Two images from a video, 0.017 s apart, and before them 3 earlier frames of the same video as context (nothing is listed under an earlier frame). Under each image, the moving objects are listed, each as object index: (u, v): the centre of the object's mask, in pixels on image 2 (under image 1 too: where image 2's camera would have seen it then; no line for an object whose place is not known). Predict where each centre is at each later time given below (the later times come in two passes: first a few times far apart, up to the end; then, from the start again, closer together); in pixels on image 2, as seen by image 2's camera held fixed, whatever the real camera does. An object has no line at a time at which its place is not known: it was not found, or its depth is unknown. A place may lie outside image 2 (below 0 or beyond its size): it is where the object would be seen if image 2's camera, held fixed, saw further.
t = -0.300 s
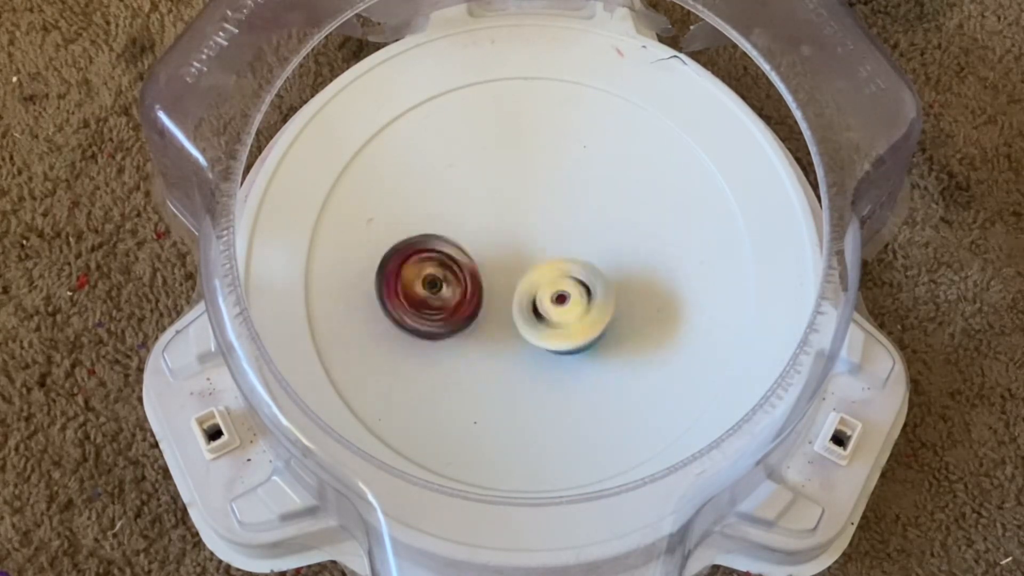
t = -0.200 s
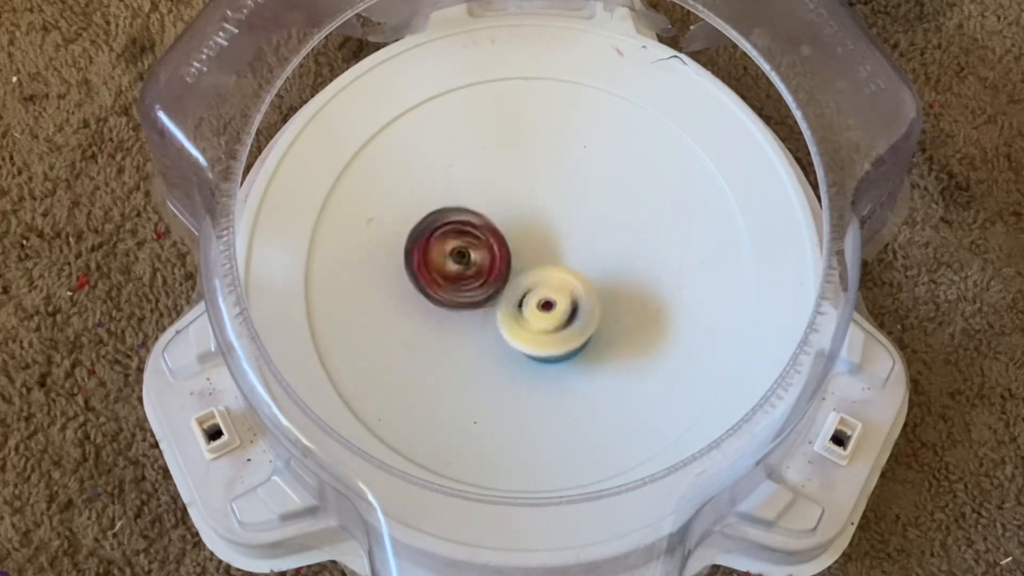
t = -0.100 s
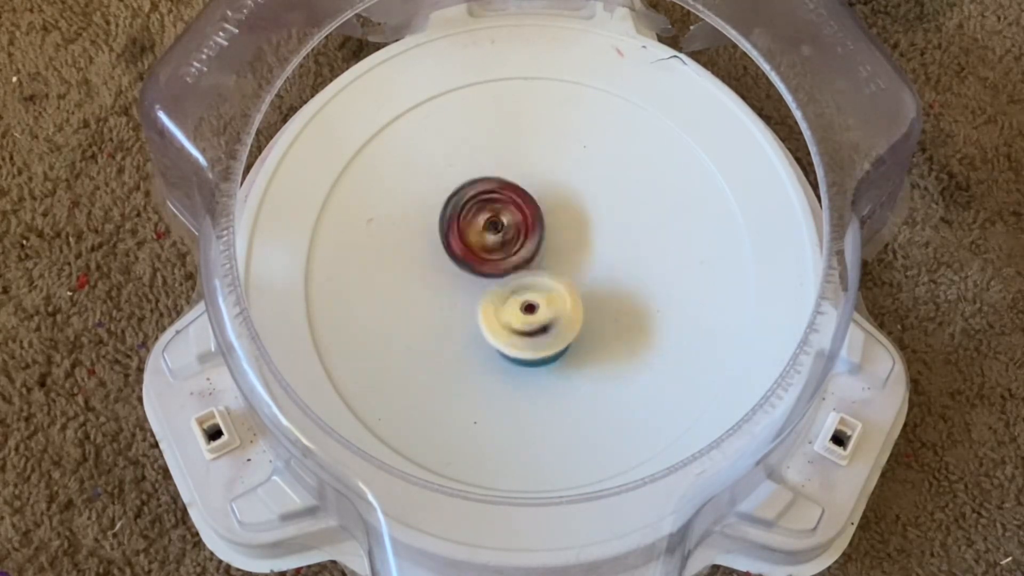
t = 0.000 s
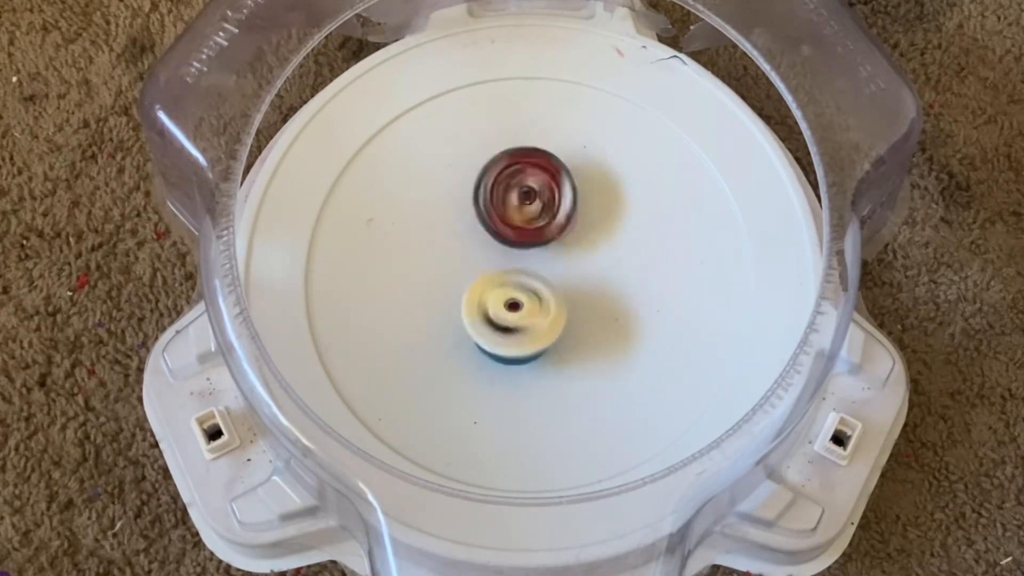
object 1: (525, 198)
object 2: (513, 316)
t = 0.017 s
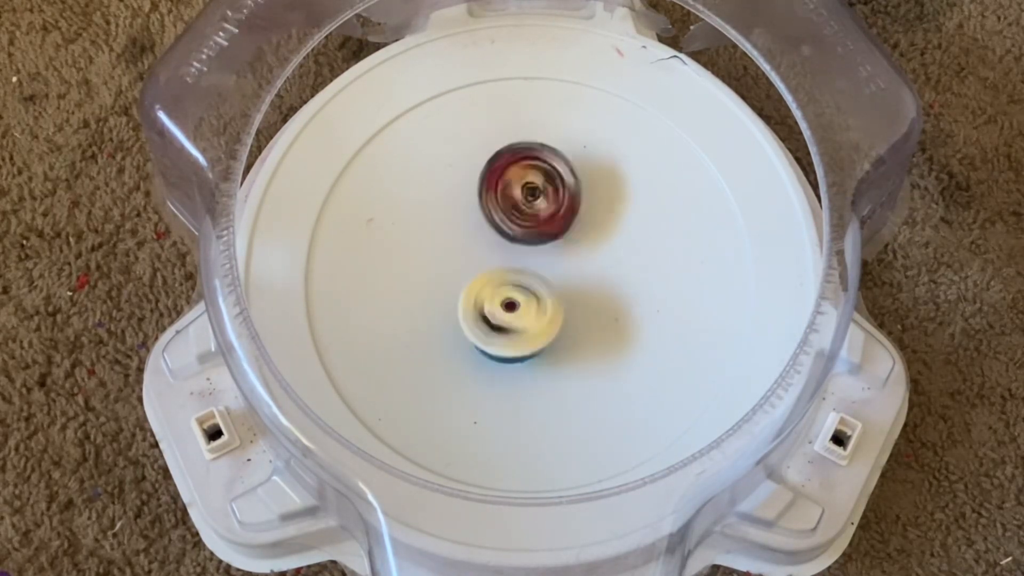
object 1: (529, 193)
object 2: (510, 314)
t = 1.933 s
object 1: (464, 202)
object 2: (541, 312)
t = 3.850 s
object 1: (518, 208)
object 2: (545, 321)
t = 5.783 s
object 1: (575, 182)
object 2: (500, 342)
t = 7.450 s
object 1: (440, 309)
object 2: (550, 215)
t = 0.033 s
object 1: (534, 188)
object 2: (507, 314)
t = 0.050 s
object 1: (539, 185)
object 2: (504, 312)
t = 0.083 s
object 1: (547, 178)
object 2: (498, 310)
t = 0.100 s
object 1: (552, 176)
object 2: (496, 308)
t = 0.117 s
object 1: (555, 174)
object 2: (494, 307)
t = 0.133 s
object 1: (559, 172)
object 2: (492, 306)
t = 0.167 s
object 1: (565, 170)
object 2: (486, 302)
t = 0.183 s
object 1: (567, 169)
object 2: (484, 300)
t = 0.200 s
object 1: (570, 168)
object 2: (483, 298)
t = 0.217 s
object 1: (572, 169)
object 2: (480, 295)
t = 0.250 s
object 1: (573, 170)
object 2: (478, 291)
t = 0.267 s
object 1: (575, 171)
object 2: (477, 288)
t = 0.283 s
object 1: (575, 173)
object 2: (476, 286)
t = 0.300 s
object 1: (575, 173)
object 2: (475, 283)
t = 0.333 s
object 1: (577, 176)
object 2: (473, 278)
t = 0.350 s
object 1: (577, 178)
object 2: (472, 276)
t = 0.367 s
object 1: (578, 180)
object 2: (472, 273)
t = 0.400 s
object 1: (578, 185)
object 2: (471, 268)
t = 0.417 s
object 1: (579, 188)
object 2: (471, 266)
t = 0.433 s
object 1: (580, 192)
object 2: (471, 263)
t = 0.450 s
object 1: (579, 197)
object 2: (472, 261)
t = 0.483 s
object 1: (581, 207)
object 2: (472, 256)
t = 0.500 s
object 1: (580, 213)
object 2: (473, 253)
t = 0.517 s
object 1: (580, 218)
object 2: (474, 251)
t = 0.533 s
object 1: (581, 224)
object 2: (476, 249)
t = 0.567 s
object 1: (581, 237)
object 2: (477, 245)
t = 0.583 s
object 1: (582, 244)
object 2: (479, 242)
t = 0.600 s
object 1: (582, 251)
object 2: (479, 240)
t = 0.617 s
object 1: (582, 258)
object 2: (480, 238)
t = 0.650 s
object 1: (582, 273)
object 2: (482, 234)
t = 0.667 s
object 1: (581, 280)
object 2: (483, 233)
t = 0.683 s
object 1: (579, 285)
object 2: (484, 231)
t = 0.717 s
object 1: (579, 300)
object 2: (488, 228)
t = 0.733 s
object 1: (577, 307)
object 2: (489, 227)
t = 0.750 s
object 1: (577, 313)
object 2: (493, 225)
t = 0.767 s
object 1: (576, 320)
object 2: (494, 225)
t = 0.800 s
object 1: (573, 331)
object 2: (499, 223)
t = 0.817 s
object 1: (572, 337)
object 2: (501, 222)
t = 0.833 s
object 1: (570, 343)
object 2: (503, 222)
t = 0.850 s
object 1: (568, 347)
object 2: (506, 221)
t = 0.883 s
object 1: (565, 357)
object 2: (512, 220)
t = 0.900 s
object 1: (562, 361)
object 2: (515, 220)
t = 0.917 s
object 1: (562, 364)
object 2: (518, 219)
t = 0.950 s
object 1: (557, 370)
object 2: (523, 220)
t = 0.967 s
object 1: (556, 371)
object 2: (526, 220)
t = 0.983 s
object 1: (554, 373)
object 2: (530, 221)
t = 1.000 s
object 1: (552, 374)
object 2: (532, 221)
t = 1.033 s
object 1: (550, 374)
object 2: (538, 222)
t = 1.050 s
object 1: (549, 374)
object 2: (542, 223)
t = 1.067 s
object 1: (547, 374)
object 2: (544, 224)
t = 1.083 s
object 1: (547, 372)
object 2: (547, 226)
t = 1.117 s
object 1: (544, 372)
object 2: (553, 228)
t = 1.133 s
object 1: (542, 369)
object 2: (555, 230)
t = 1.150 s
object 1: (541, 368)
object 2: (557, 231)
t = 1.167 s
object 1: (538, 366)
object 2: (559, 233)
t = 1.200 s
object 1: (534, 360)
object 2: (562, 237)
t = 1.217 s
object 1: (530, 357)
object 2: (565, 239)
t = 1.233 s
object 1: (527, 354)
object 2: (566, 241)
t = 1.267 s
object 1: (521, 345)
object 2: (570, 245)
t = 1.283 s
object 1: (517, 341)
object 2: (572, 248)
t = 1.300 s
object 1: (512, 336)
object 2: (573, 250)
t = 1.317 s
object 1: (508, 331)
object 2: (575, 253)
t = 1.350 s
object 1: (497, 322)
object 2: (580, 256)
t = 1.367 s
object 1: (494, 316)
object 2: (581, 258)
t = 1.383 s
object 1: (490, 311)
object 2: (583, 260)
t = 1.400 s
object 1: (486, 307)
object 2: (584, 262)
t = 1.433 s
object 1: (478, 294)
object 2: (586, 266)
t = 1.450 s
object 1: (475, 288)
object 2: (587, 267)
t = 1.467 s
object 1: (470, 282)
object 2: (586, 269)
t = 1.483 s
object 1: (467, 275)
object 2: (586, 271)
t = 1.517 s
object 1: (461, 264)
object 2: (587, 274)
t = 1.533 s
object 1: (456, 257)
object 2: (586, 276)
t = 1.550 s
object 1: (454, 251)
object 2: (586, 278)
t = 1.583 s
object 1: (449, 241)
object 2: (585, 281)
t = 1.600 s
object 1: (447, 234)
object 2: (583, 283)
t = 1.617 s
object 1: (446, 231)
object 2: (583, 285)
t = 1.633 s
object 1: (444, 226)
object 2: (582, 287)
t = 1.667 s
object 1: (442, 218)
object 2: (579, 290)
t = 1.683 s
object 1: (442, 214)
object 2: (578, 293)
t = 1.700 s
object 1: (442, 211)
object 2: (576, 294)
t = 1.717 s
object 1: (442, 208)
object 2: (575, 296)
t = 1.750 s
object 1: (444, 204)
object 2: (571, 300)
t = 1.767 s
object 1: (445, 202)
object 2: (568, 302)
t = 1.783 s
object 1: (446, 201)
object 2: (566, 303)
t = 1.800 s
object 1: (447, 201)
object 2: (563, 305)
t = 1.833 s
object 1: (450, 200)
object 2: (558, 307)
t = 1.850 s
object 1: (452, 200)
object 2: (556, 309)
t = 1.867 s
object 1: (454, 201)
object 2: (552, 309)
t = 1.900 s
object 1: (458, 201)
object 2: (547, 310)
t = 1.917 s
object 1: (461, 202)
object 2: (543, 312)
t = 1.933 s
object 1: (464, 202)
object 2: (541, 312)
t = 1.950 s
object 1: (468, 203)
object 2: (537, 313)
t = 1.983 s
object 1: (477, 205)
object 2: (531, 314)
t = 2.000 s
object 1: (481, 206)
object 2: (528, 314)
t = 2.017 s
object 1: (486, 207)
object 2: (524, 314)
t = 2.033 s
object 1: (492, 208)
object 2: (521, 314)
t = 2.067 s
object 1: (504, 212)
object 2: (515, 311)
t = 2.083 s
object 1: (510, 213)
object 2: (512, 310)
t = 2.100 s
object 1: (517, 214)
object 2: (509, 309)
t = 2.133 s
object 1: (529, 216)
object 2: (501, 310)
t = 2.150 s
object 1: (535, 216)
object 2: (496, 311)
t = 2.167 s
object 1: (542, 218)
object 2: (493, 311)
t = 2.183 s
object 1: (548, 220)
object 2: (489, 311)
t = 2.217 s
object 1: (560, 223)
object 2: (483, 310)
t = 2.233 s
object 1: (566, 225)
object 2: (481, 309)
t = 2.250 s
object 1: (571, 229)
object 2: (479, 308)
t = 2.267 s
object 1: (575, 230)
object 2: (477, 307)
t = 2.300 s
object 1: (587, 236)
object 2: (474, 304)
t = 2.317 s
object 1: (592, 239)
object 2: (472, 302)
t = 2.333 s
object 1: (596, 241)
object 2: (471, 300)
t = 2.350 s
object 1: (602, 244)
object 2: (470, 298)
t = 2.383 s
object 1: (609, 251)
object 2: (469, 294)
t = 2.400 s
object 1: (612, 253)
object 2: (468, 293)
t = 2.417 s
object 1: (616, 257)
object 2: (467, 291)
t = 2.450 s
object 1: (622, 263)
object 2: (466, 286)
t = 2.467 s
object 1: (625, 266)
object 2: (466, 283)
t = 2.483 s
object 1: (627, 269)
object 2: (467, 281)
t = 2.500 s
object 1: (628, 272)
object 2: (466, 278)
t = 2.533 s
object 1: (629, 277)
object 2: (467, 274)
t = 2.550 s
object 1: (630, 280)
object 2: (467, 272)
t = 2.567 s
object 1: (630, 283)
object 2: (467, 269)
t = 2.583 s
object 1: (629, 285)
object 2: (468, 266)
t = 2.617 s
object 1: (628, 289)
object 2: (470, 261)
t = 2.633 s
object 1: (627, 291)
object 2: (471, 259)
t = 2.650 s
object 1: (624, 292)
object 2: (473, 257)
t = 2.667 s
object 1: (623, 294)
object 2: (475, 255)
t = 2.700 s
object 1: (618, 298)
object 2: (479, 251)
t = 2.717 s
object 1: (615, 300)
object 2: (481, 249)
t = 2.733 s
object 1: (613, 302)
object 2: (483, 247)
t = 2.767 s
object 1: (605, 307)
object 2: (487, 244)
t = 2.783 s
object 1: (600, 308)
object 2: (488, 241)
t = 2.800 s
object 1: (596, 311)
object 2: (491, 240)
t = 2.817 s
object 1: (591, 313)
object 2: (492, 238)
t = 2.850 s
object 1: (579, 316)
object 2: (497, 235)
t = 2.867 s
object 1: (575, 319)
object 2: (501, 233)
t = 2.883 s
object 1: (568, 321)
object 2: (504, 232)
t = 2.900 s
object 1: (562, 323)
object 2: (508, 230)
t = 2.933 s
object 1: (551, 324)
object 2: (514, 228)
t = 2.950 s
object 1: (544, 325)
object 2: (517, 228)
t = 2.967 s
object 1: (537, 328)
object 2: (521, 225)
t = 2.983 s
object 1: (531, 328)
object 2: (524, 223)
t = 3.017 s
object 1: (520, 331)
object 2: (530, 221)
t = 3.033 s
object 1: (513, 332)
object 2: (533, 220)
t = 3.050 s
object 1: (507, 330)
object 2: (536, 221)
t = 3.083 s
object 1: (498, 330)
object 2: (540, 221)
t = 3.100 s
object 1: (492, 329)
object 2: (542, 221)
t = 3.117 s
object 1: (485, 327)
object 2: (544, 221)
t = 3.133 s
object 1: (481, 326)
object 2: (546, 221)
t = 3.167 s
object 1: (470, 324)
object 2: (551, 223)
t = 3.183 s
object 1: (465, 321)
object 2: (553, 224)
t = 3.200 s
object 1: (463, 320)
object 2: (555, 225)
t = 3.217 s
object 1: (458, 318)
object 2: (557, 226)
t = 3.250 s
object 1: (450, 313)
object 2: (560, 229)
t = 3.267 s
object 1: (448, 310)
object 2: (562, 231)
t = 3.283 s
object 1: (444, 308)
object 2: (564, 232)
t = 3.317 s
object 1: (438, 302)
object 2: (568, 236)
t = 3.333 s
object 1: (438, 298)
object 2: (570, 239)
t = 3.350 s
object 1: (436, 296)
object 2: (571, 241)
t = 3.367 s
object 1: (435, 293)
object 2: (572, 243)
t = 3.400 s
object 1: (433, 286)
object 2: (572, 247)
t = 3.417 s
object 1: (433, 284)
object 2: (572, 251)
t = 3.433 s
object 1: (433, 280)
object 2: (573, 253)
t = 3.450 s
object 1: (432, 278)
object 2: (573, 256)
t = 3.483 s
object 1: (435, 272)
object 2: (574, 261)
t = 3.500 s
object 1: (436, 269)
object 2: (574, 263)
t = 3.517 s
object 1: (437, 266)
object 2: (574, 265)
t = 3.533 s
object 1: (439, 263)
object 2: (575, 268)
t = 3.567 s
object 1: (444, 257)
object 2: (574, 272)
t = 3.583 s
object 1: (446, 254)
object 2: (573, 275)
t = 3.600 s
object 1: (449, 250)
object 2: (571, 279)
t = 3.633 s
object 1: (457, 245)
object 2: (569, 285)
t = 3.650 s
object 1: (460, 242)
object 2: (568, 287)
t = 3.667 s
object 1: (464, 238)
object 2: (566, 290)
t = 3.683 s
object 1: (469, 235)
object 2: (564, 293)
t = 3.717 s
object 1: (478, 232)
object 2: (561, 296)
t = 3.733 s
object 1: (482, 229)
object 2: (559, 298)
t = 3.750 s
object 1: (488, 225)
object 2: (557, 299)
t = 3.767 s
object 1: (493, 225)
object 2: (556, 301)
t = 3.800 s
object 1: (502, 221)
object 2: (551, 305)
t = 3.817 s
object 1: (507, 216)
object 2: (548, 312)
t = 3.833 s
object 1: (512, 211)
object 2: (547, 317)
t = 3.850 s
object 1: (518, 208)
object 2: (545, 321)
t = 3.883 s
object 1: (528, 203)
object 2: (540, 326)
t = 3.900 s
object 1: (533, 200)
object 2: (537, 329)
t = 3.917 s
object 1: (539, 198)
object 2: (535, 330)
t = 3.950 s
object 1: (548, 195)
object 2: (530, 332)
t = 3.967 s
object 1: (554, 193)
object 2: (527, 333)
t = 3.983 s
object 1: (559, 193)
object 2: (524, 333)
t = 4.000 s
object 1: (562, 194)
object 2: (522, 332)
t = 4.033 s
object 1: (569, 192)
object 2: (517, 333)
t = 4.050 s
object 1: (574, 194)
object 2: (515, 332)
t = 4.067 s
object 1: (577, 195)
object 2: (513, 331)
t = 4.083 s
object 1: (580, 196)
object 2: (511, 330)
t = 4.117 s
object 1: (586, 198)
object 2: (507, 328)
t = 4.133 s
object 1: (589, 201)
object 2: (504, 326)
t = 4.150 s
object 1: (592, 204)
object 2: (502, 324)
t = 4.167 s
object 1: (594, 206)
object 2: (500, 323)
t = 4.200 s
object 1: (599, 211)
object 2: (497, 320)
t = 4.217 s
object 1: (600, 215)
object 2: (495, 317)
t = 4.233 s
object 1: (601, 219)
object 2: (493, 315)
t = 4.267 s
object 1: (603, 225)
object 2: (490, 309)
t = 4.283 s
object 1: (604, 230)
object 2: (488, 307)
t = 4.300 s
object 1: (604, 234)
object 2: (487, 303)
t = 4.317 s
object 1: (603, 239)
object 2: (486, 300)
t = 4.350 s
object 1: (605, 247)
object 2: (485, 295)
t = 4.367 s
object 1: (604, 253)
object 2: (485, 291)
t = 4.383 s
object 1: (603, 258)
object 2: (485, 287)
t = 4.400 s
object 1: (600, 262)
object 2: (484, 285)
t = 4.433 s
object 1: (598, 271)
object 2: (484, 278)
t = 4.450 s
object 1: (596, 277)
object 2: (485, 275)
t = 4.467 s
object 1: (593, 283)
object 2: (486, 272)
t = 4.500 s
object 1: (587, 291)
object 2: (487, 266)
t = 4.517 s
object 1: (587, 296)
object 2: (486, 261)
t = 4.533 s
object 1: (586, 302)
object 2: (484, 257)
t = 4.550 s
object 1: (582, 307)
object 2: (484, 253)
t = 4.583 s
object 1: (576, 315)
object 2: (486, 247)
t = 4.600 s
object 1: (573, 319)
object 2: (488, 244)
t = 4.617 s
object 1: (569, 324)
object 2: (489, 242)
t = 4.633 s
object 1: (564, 328)
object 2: (491, 240)
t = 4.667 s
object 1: (557, 335)
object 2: (493, 235)
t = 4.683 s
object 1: (553, 338)
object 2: (494, 233)
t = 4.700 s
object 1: (548, 341)
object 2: (497, 232)
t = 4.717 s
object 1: (543, 342)
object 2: (499, 231)
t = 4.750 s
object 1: (536, 347)
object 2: (504, 229)
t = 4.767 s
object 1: (531, 348)
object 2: (506, 228)
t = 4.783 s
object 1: (526, 349)
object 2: (508, 228)
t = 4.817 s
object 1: (520, 348)
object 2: (510, 227)
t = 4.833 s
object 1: (516, 348)
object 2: (513, 226)
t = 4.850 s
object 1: (511, 348)
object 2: (516, 226)
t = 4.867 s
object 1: (506, 347)
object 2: (518, 226)
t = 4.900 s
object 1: (500, 344)
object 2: (524, 226)
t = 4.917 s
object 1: (496, 343)
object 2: (526, 226)
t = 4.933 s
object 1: (491, 341)
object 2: (529, 227)
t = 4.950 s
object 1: (488, 337)
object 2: (530, 228)
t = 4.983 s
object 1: (483, 332)
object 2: (535, 229)
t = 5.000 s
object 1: (479, 329)
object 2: (537, 230)
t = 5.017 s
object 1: (475, 326)
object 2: (539, 232)
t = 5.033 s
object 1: (472, 321)
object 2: (541, 234)
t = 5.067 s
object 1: (470, 314)
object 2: (545, 236)
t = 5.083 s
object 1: (468, 310)
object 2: (547, 237)
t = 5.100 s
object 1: (464, 305)
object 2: (548, 239)
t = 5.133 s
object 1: (462, 294)
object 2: (552, 244)
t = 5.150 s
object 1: (460, 290)
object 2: (555, 246)
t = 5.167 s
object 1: (459, 286)
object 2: (559, 250)
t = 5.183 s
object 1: (457, 280)
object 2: (560, 251)
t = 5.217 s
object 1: (456, 269)
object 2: (563, 256)
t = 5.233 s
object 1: (456, 265)
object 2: (564, 258)
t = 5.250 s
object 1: (456, 261)
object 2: (565, 262)
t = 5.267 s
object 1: (455, 255)
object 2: (566, 265)
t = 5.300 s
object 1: (458, 246)
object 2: (569, 268)
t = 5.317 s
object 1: (459, 242)
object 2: (569, 270)
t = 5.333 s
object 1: (460, 239)
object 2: (569, 273)
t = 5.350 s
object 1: (460, 234)
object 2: (569, 276)
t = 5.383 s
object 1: (466, 226)
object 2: (569, 282)
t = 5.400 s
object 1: (467, 223)
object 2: (568, 283)
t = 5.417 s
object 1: (469, 221)
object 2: (568, 284)
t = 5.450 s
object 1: (475, 213)
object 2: (566, 288)
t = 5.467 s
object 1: (478, 212)
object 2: (565, 290)
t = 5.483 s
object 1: (481, 211)
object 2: (563, 292)
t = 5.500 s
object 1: (484, 209)
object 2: (562, 295)
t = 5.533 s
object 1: (492, 205)
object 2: (559, 296)
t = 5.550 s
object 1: (496, 205)
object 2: (557, 298)
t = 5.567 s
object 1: (499, 205)
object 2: (554, 299)
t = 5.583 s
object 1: (503, 205)
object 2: (551, 302)
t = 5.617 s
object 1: (513, 204)
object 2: (548, 304)
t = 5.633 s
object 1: (518, 205)
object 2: (546, 304)
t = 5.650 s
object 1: (523, 206)
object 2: (542, 305)
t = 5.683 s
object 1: (531, 207)
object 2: (536, 306)
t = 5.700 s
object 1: (536, 209)
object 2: (533, 308)
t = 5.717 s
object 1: (542, 210)
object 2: (532, 306)
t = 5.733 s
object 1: (548, 209)
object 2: (527, 310)
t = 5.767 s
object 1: (563, 189)
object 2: (508, 333)
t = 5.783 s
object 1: (575, 182)
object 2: (500, 342)
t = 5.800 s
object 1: (582, 179)
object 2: (491, 348)
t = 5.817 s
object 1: (587, 172)
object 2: (483, 356)
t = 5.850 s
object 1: (603, 167)
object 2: (466, 363)
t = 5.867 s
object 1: (607, 168)
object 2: (458, 365)
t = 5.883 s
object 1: (611, 168)
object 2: (452, 366)
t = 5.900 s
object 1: (614, 169)
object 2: (447, 367)
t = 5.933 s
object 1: (617, 175)
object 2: (440, 366)
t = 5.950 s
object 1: (617, 177)
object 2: (436, 366)
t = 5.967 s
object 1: (618, 179)
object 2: (435, 364)
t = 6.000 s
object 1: (621, 186)
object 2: (433, 361)
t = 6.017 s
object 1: (621, 191)
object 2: (432, 359)
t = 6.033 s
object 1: (619, 196)
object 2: (432, 358)
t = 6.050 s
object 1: (617, 199)
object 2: (432, 355)
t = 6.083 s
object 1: (615, 209)
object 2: (432, 350)
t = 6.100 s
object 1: (613, 215)
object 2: (433, 346)
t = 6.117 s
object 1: (611, 221)
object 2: (434, 344)
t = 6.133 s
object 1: (607, 227)
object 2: (436, 340)
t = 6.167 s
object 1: (601, 238)
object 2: (437, 333)
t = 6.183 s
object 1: (597, 245)
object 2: (440, 329)
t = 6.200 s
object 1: (593, 251)
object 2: (442, 326)
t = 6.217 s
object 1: (588, 257)
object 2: (444, 321)
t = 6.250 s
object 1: (578, 269)
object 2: (448, 312)
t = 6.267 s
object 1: (574, 274)
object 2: (452, 307)
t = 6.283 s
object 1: (568, 280)
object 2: (454, 302)
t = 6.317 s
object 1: (562, 290)
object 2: (456, 292)
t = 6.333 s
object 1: (565, 298)
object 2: (453, 285)
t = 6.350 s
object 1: (572, 304)
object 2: (447, 278)
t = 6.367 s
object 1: (578, 311)
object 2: (437, 267)
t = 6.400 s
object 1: (586, 323)
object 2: (433, 257)
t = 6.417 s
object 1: (588, 328)
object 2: (430, 249)
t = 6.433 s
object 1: (587, 333)
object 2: (431, 246)
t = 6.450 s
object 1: (585, 335)
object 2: (433, 244)
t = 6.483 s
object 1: (582, 336)
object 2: (440, 239)
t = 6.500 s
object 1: (581, 338)
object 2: (441, 239)
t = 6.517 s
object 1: (579, 339)
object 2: (447, 238)
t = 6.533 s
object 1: (577, 340)
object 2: (452, 237)
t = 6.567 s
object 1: (570, 342)
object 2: (458, 236)
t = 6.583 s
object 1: (567, 341)
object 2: (465, 236)
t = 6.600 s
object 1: (566, 341)
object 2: (470, 235)
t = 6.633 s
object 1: (563, 338)
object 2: (479, 237)
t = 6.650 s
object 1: (560, 337)
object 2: (485, 236)
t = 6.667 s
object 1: (555, 336)
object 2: (490, 238)
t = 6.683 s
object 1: (550, 334)
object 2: (495, 240)
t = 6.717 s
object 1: (542, 347)
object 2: (506, 227)
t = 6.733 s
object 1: (539, 360)
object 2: (512, 212)
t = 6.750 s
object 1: (536, 374)
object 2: (517, 195)
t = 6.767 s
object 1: (531, 386)
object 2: (520, 184)
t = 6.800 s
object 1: (518, 408)
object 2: (528, 160)
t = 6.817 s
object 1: (514, 415)
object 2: (533, 152)
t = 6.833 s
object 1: (512, 420)
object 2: (535, 143)
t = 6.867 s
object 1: (507, 427)
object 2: (541, 135)
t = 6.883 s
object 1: (504, 429)
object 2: (541, 132)
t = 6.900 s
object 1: (502, 430)
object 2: (543, 134)
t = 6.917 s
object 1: (499, 429)
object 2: (543, 134)
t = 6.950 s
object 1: (497, 424)
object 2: (544, 138)
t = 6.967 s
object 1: (497, 420)
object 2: (544, 140)
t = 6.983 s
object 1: (497, 416)
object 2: (544, 147)
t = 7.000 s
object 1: (497, 411)
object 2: (546, 149)
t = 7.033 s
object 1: (497, 397)
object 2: (545, 161)
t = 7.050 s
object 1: (497, 390)
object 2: (545, 167)
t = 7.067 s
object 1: (498, 382)
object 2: (543, 174)
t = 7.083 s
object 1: (498, 374)
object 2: (543, 181)
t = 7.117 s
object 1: (500, 357)
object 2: (538, 198)
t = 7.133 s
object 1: (500, 348)
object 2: (537, 205)
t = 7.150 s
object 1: (500, 337)
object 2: (533, 214)
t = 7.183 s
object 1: (499, 318)
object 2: (528, 230)
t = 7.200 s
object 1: (487, 317)
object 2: (533, 225)
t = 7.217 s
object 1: (476, 320)
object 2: (539, 223)
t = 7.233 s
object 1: (467, 320)
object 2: (543, 220)
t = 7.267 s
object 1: (451, 323)
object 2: (549, 214)
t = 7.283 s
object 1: (444, 324)
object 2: (551, 214)
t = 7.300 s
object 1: (440, 324)
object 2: (553, 213)
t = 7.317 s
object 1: (436, 325)
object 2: (555, 213)
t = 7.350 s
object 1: (434, 324)
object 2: (555, 214)
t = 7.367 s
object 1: (433, 323)
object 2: (556, 214)
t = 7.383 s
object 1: (433, 321)
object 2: (555, 214)
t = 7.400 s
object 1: (434, 318)
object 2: (555, 215)
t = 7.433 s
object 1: (438, 312)
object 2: (553, 215)
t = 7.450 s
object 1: (440, 309)
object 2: (550, 215)
